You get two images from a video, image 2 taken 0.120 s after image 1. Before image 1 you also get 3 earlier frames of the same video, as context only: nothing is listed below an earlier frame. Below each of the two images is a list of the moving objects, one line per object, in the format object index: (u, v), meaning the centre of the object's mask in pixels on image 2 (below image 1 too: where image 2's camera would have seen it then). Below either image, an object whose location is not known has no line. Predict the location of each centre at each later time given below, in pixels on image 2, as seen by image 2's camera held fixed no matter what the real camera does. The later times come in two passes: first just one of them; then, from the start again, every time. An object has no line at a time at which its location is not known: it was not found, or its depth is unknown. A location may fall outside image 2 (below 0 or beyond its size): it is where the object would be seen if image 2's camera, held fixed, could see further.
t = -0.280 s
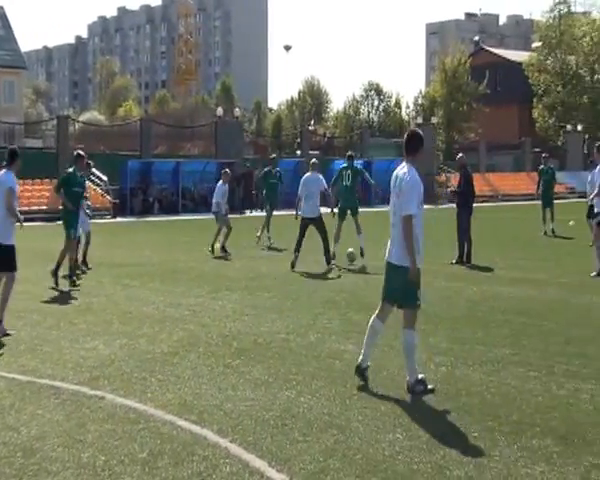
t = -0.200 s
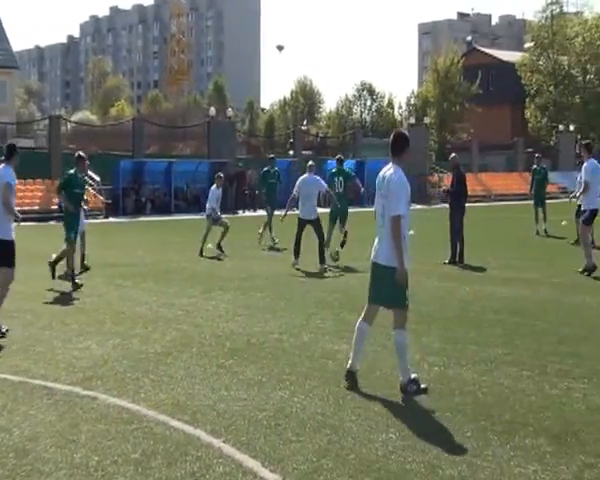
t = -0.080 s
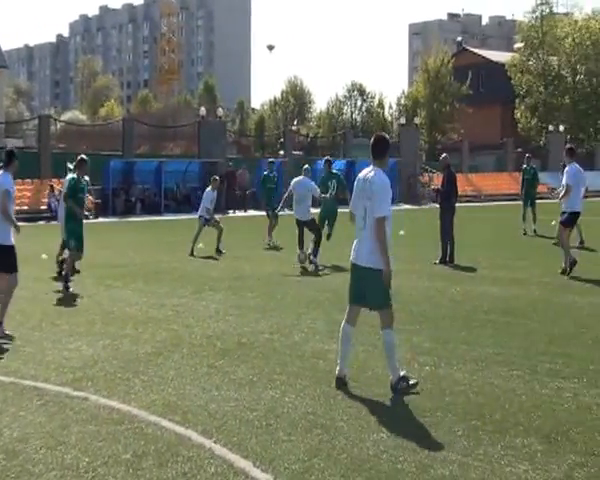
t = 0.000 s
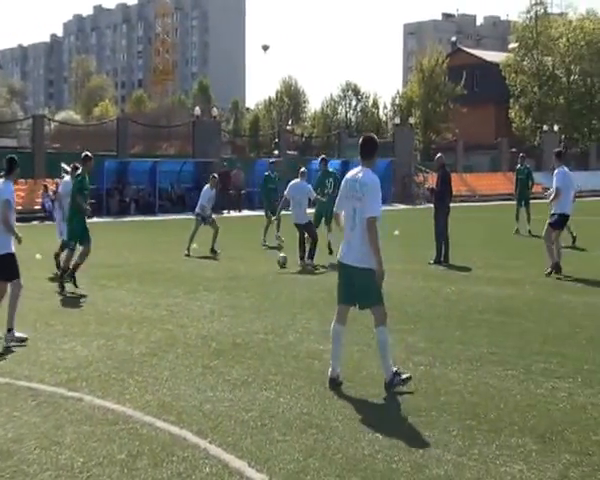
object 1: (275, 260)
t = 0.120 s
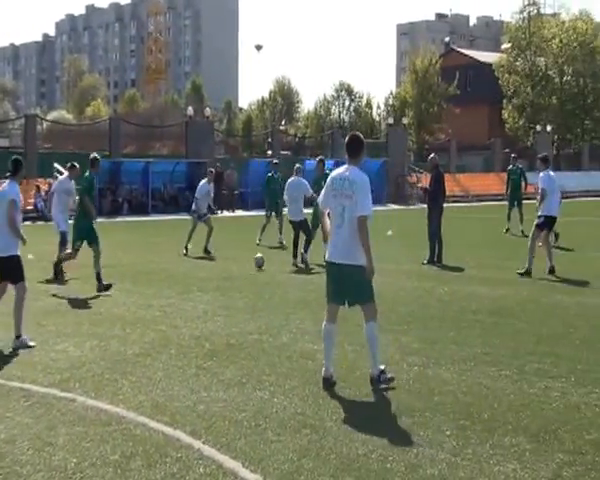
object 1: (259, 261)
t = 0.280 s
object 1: (237, 264)
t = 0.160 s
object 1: (253, 263)
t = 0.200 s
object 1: (248, 263)
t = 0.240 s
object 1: (243, 263)
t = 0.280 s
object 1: (237, 264)
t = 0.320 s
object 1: (232, 265)
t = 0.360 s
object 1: (226, 265)
